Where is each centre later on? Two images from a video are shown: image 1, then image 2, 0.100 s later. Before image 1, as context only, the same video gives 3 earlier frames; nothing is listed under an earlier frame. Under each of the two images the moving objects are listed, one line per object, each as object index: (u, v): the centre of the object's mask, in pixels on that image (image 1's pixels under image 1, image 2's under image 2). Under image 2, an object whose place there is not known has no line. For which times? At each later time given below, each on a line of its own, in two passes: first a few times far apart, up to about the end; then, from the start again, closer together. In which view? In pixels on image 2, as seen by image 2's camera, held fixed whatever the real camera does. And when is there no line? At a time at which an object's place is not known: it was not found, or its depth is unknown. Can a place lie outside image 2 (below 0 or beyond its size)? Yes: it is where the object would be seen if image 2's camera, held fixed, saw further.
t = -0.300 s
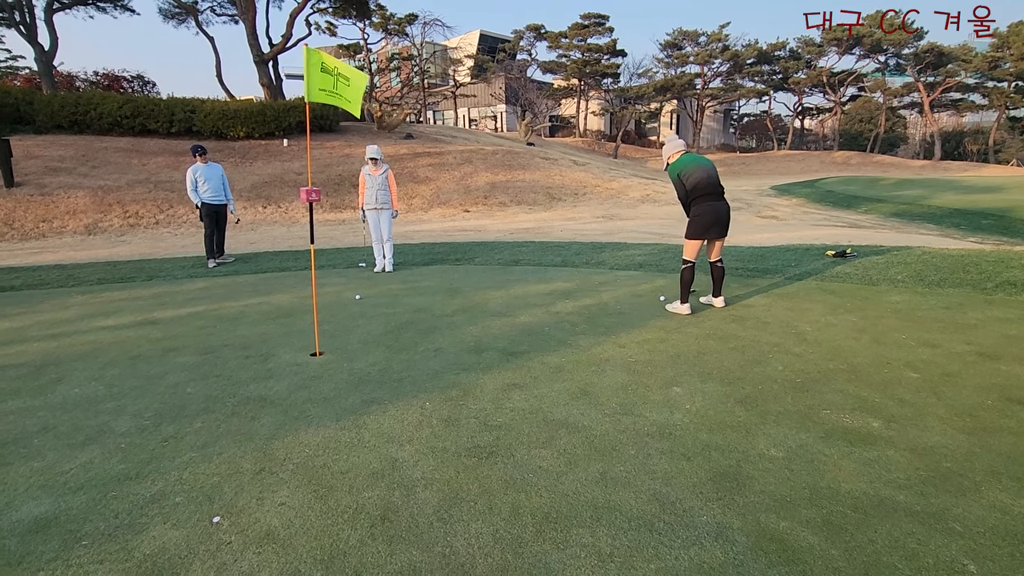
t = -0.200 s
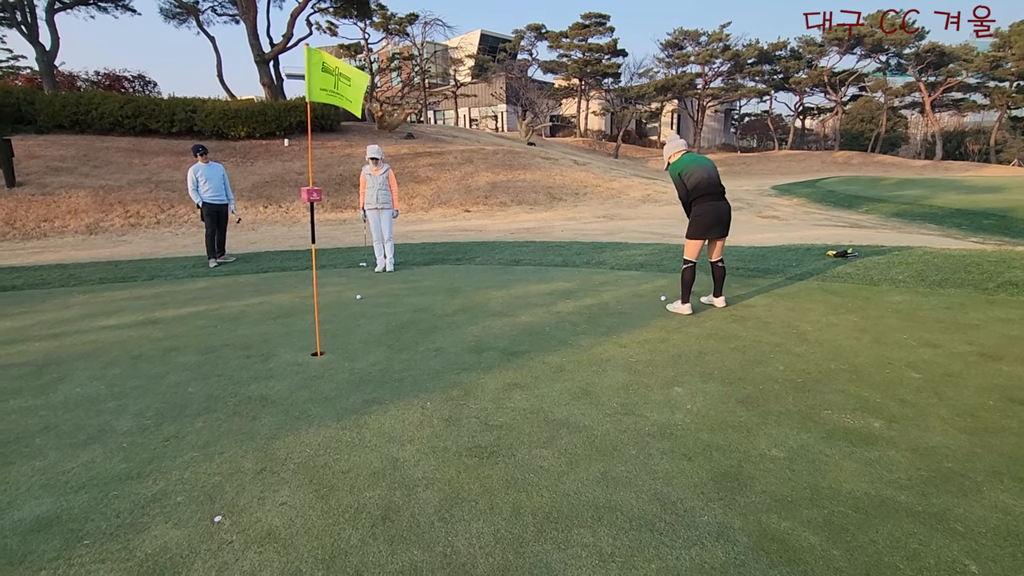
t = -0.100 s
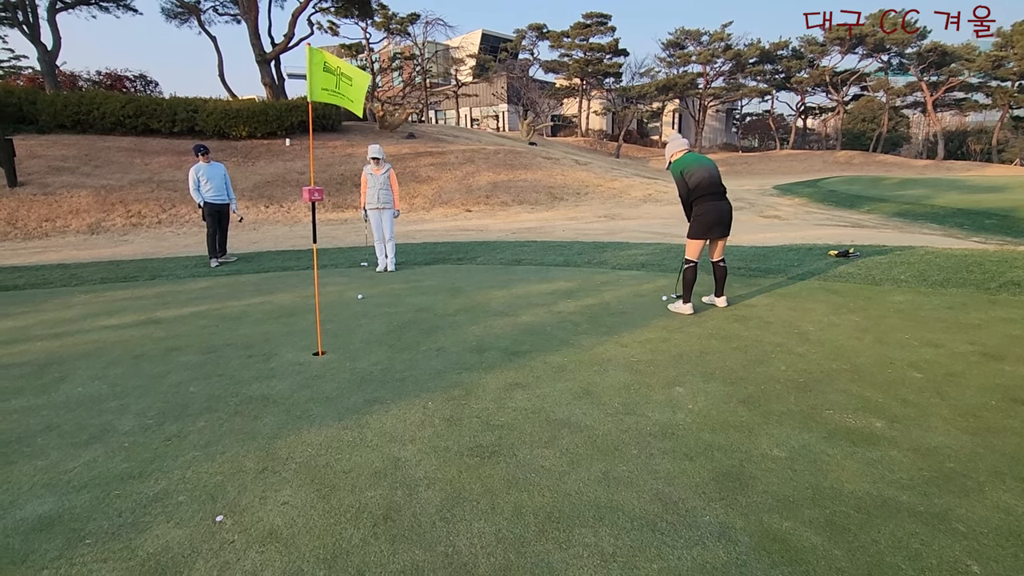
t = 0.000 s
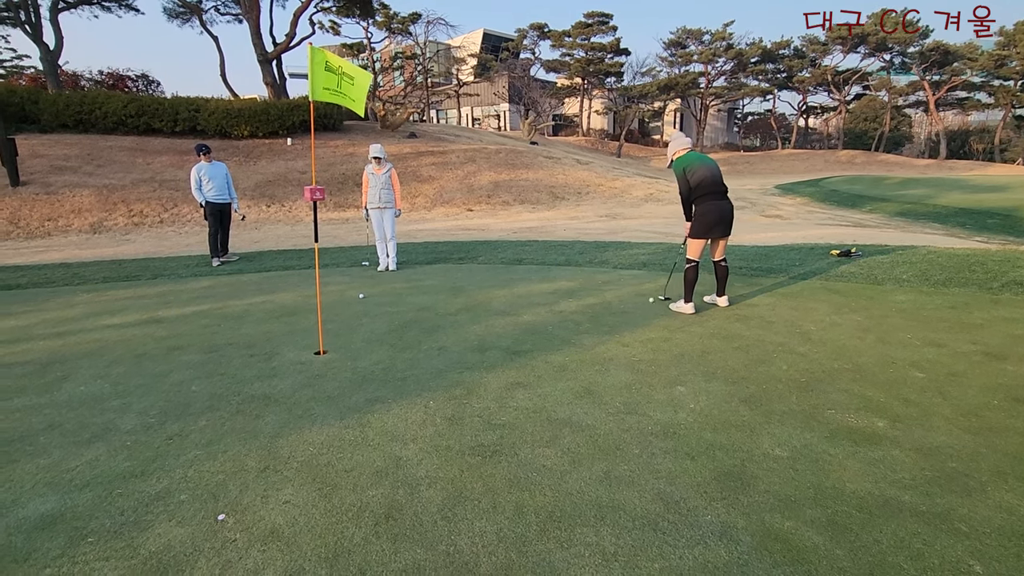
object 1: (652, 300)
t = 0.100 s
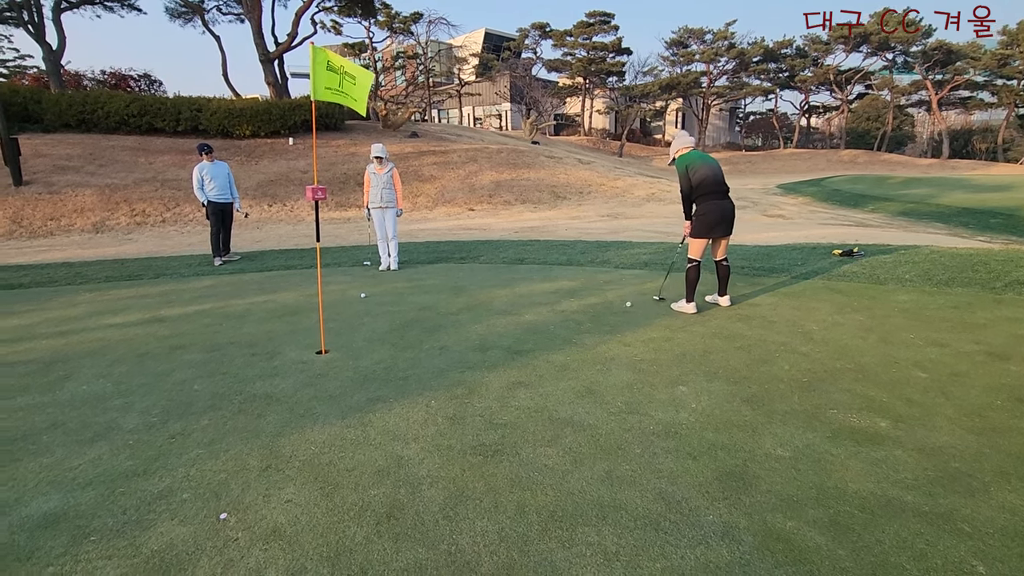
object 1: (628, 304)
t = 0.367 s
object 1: (573, 313)
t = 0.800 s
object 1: (483, 328)
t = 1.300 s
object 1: (383, 344)
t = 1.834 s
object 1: (283, 361)
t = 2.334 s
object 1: (202, 374)
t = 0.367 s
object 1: (573, 313)
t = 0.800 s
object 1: (483, 328)
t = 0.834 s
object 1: (476, 329)
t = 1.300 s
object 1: (383, 344)
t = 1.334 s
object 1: (376, 345)
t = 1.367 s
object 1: (370, 346)
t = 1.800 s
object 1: (289, 359)
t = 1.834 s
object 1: (283, 361)
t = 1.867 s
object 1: (278, 362)
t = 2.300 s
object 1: (207, 373)
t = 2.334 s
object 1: (202, 374)
